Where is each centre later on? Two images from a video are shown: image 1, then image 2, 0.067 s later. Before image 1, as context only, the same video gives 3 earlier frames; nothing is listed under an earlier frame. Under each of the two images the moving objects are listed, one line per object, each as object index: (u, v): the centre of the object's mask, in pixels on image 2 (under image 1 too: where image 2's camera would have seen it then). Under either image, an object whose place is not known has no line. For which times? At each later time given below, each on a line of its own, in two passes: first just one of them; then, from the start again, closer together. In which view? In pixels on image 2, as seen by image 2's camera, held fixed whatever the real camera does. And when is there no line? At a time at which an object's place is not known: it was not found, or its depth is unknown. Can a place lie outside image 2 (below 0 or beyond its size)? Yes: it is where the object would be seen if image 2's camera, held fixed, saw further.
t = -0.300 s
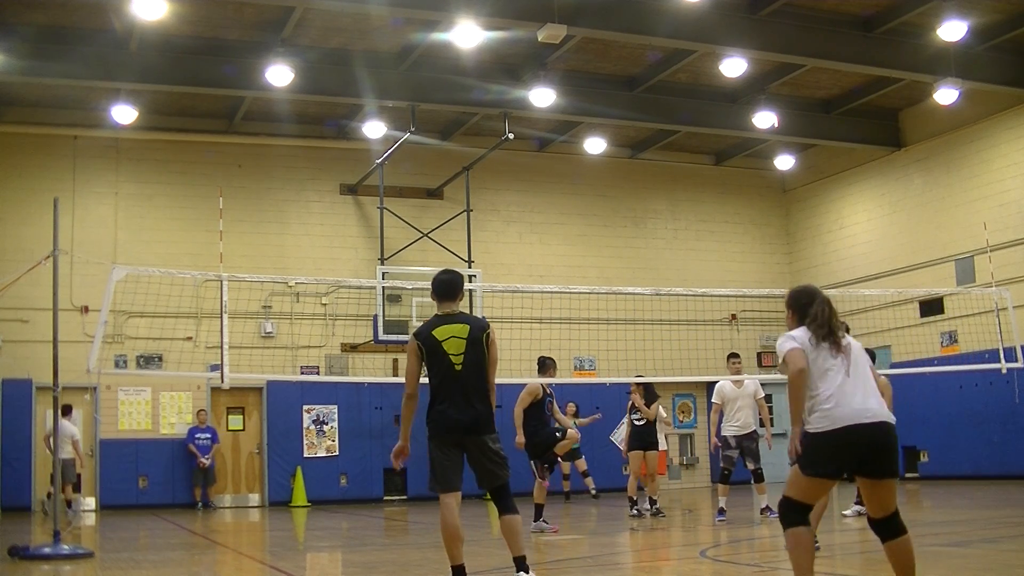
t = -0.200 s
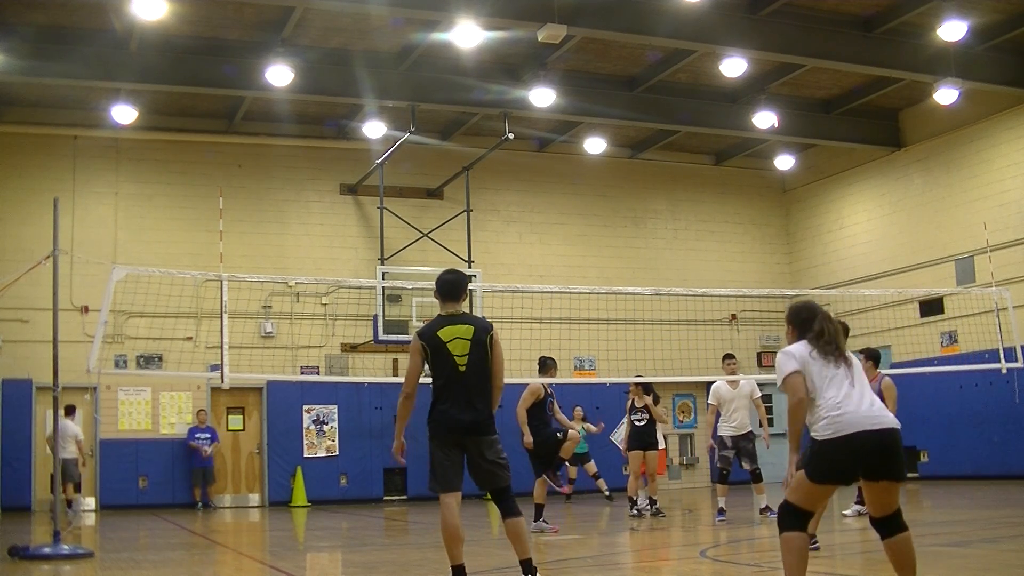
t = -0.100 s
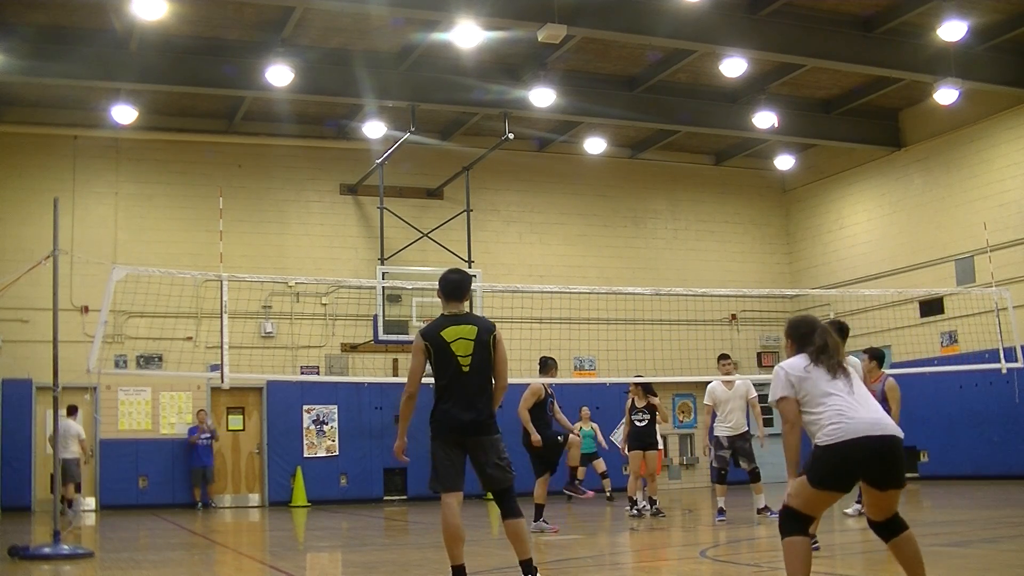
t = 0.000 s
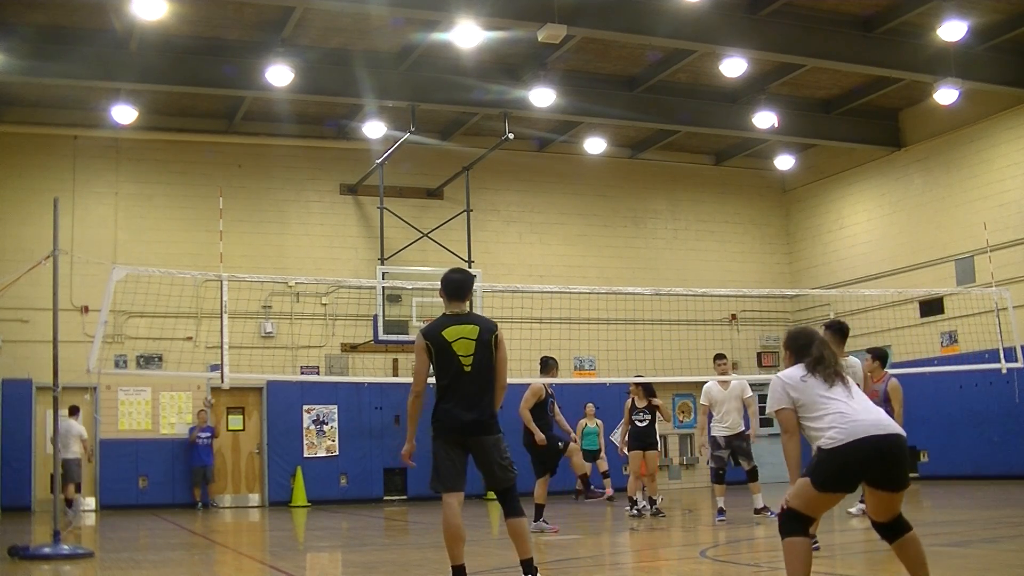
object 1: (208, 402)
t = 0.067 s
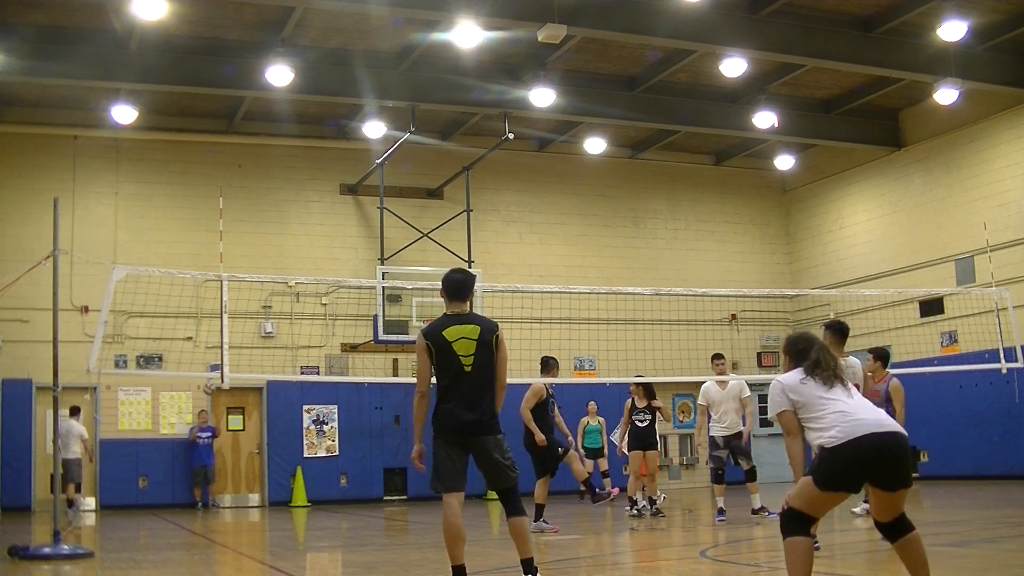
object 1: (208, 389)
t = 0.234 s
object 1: (209, 368)
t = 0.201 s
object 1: (209, 369)
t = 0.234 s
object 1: (209, 368)
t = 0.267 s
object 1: (210, 367)
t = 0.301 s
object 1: (210, 366)
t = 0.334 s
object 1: (210, 365)
